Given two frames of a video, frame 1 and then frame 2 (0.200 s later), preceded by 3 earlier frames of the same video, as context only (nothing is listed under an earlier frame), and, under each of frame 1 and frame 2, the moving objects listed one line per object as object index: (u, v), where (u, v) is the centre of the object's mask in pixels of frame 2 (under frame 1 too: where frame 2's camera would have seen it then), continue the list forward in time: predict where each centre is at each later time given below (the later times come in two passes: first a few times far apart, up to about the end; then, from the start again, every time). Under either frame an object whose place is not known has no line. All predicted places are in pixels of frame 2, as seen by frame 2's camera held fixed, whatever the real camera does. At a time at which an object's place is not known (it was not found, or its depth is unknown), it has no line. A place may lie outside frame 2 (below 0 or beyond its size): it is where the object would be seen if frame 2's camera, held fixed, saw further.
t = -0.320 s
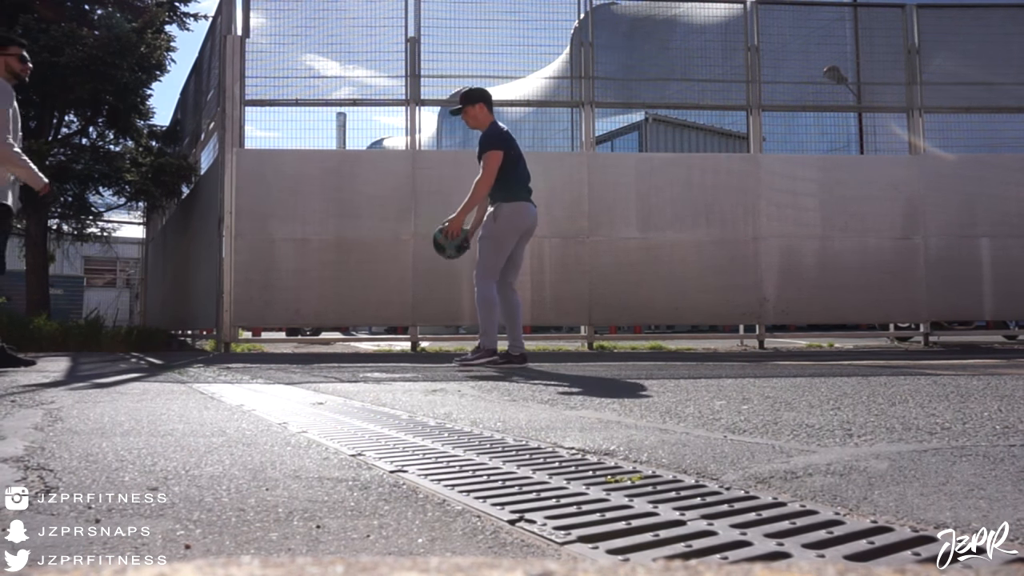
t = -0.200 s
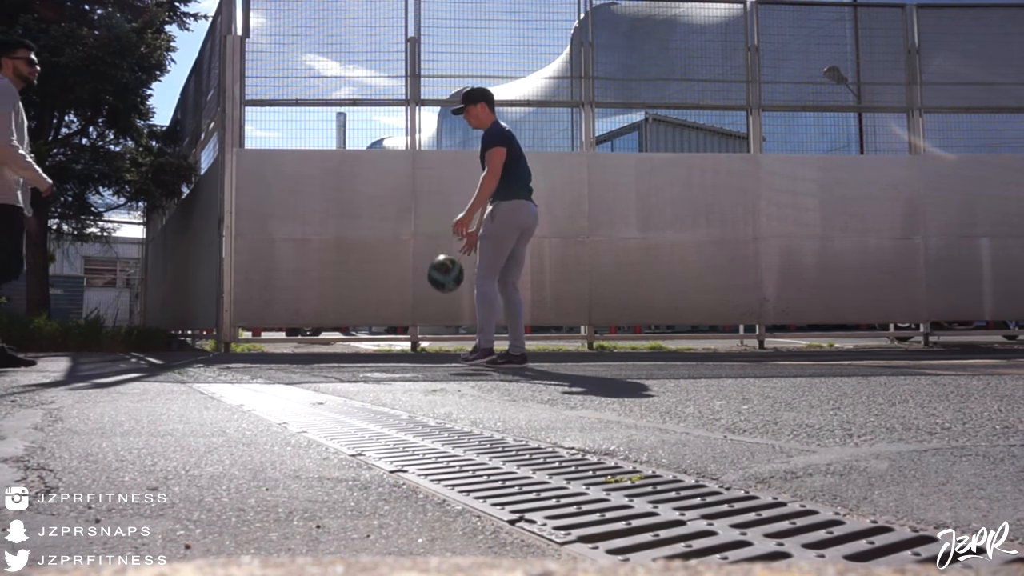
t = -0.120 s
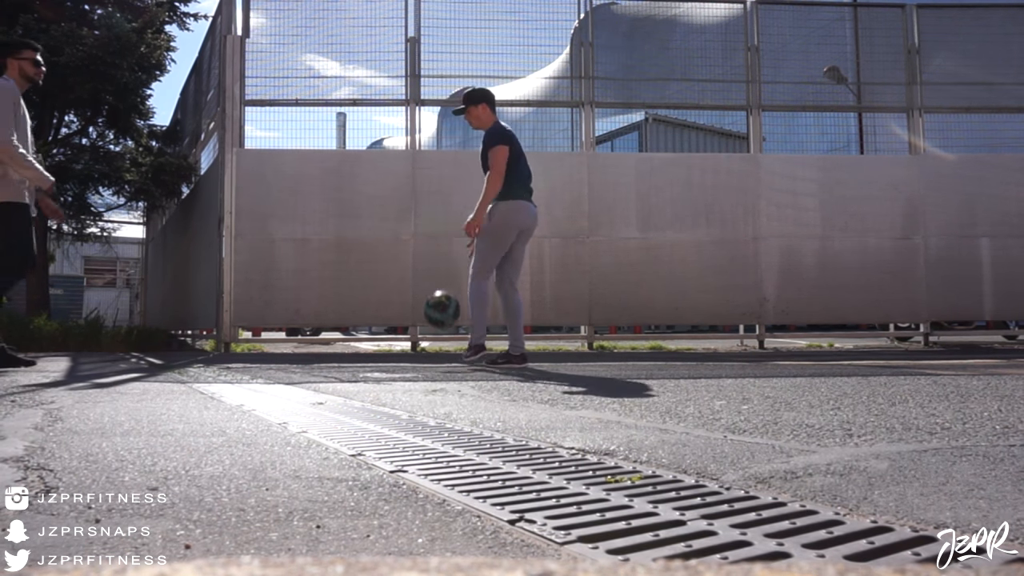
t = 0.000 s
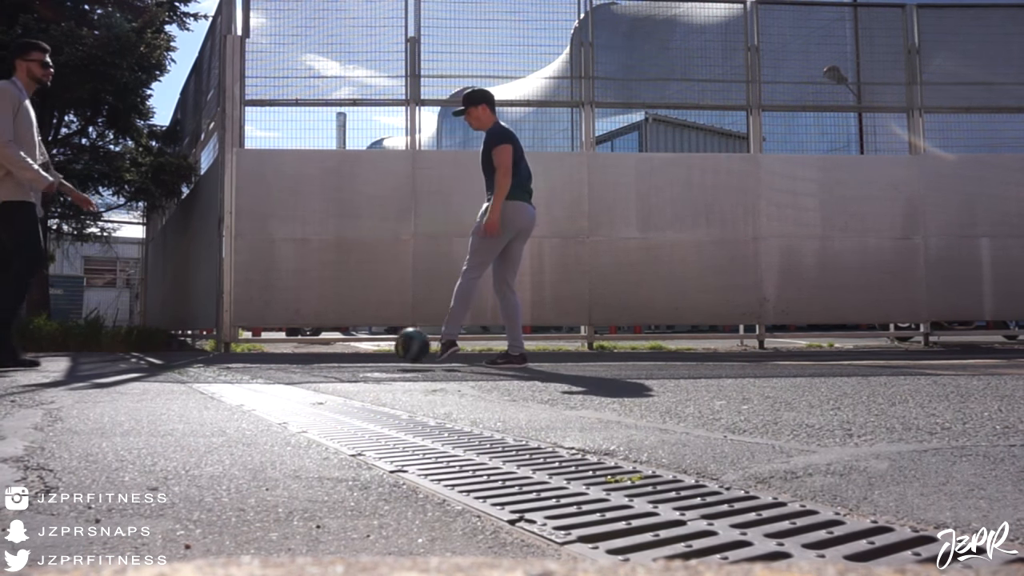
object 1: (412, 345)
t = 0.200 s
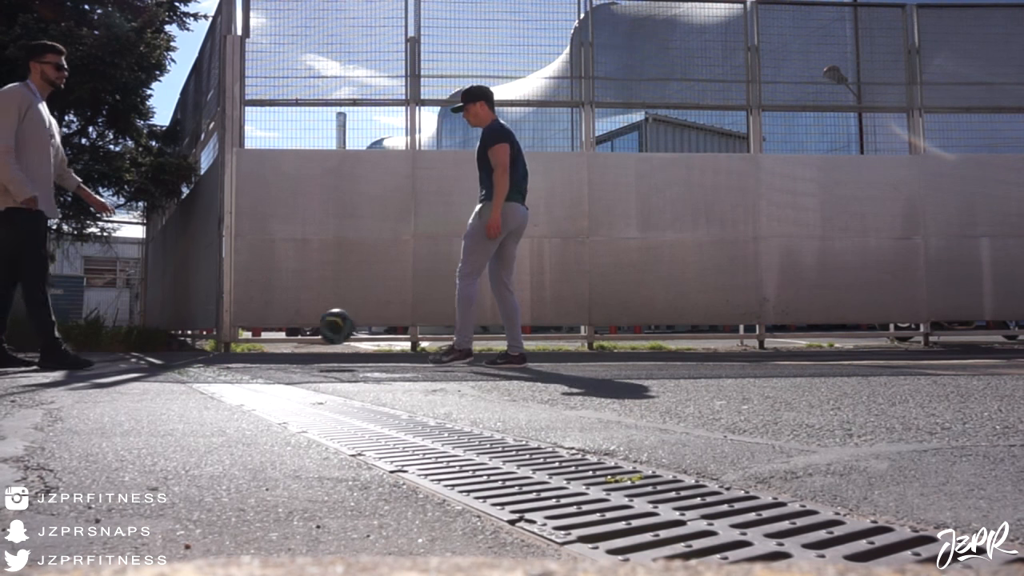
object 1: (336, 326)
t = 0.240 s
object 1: (320, 331)
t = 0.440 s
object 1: (251, 332)
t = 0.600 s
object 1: (199, 337)
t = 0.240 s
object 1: (320, 331)
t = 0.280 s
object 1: (305, 338)
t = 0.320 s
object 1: (291, 348)
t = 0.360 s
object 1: (278, 346)
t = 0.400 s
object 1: (264, 337)
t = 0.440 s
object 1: (251, 332)
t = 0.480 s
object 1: (236, 329)
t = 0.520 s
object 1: (225, 330)
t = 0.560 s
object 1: (211, 333)
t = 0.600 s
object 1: (199, 337)
